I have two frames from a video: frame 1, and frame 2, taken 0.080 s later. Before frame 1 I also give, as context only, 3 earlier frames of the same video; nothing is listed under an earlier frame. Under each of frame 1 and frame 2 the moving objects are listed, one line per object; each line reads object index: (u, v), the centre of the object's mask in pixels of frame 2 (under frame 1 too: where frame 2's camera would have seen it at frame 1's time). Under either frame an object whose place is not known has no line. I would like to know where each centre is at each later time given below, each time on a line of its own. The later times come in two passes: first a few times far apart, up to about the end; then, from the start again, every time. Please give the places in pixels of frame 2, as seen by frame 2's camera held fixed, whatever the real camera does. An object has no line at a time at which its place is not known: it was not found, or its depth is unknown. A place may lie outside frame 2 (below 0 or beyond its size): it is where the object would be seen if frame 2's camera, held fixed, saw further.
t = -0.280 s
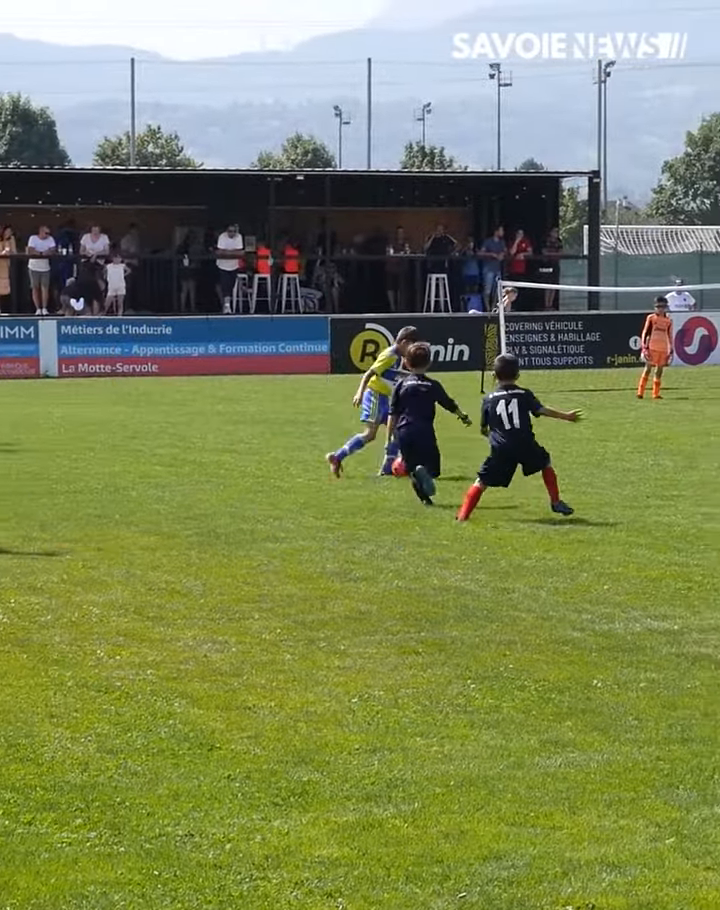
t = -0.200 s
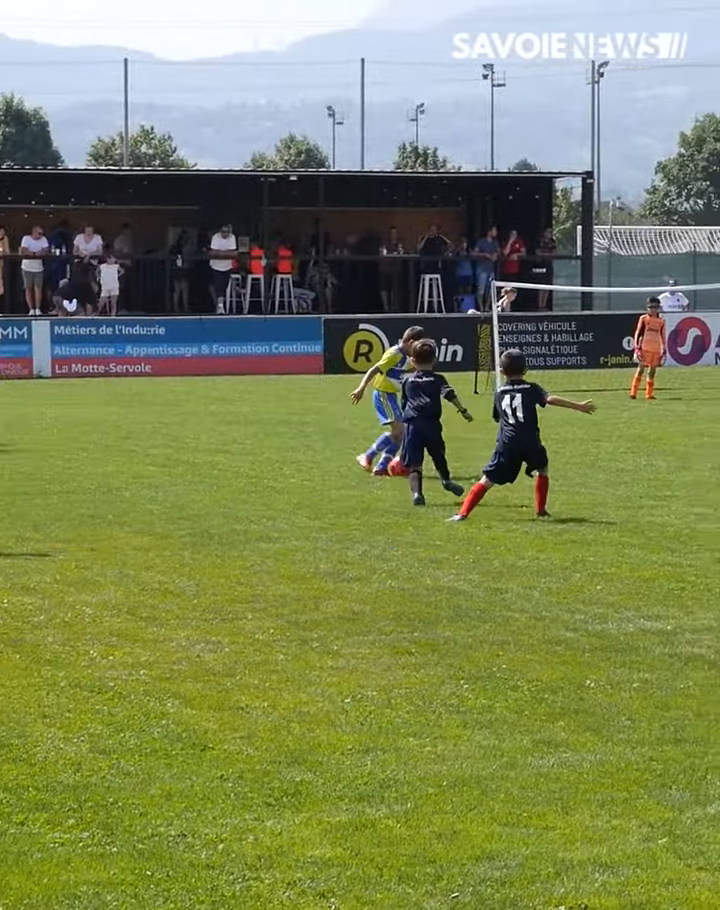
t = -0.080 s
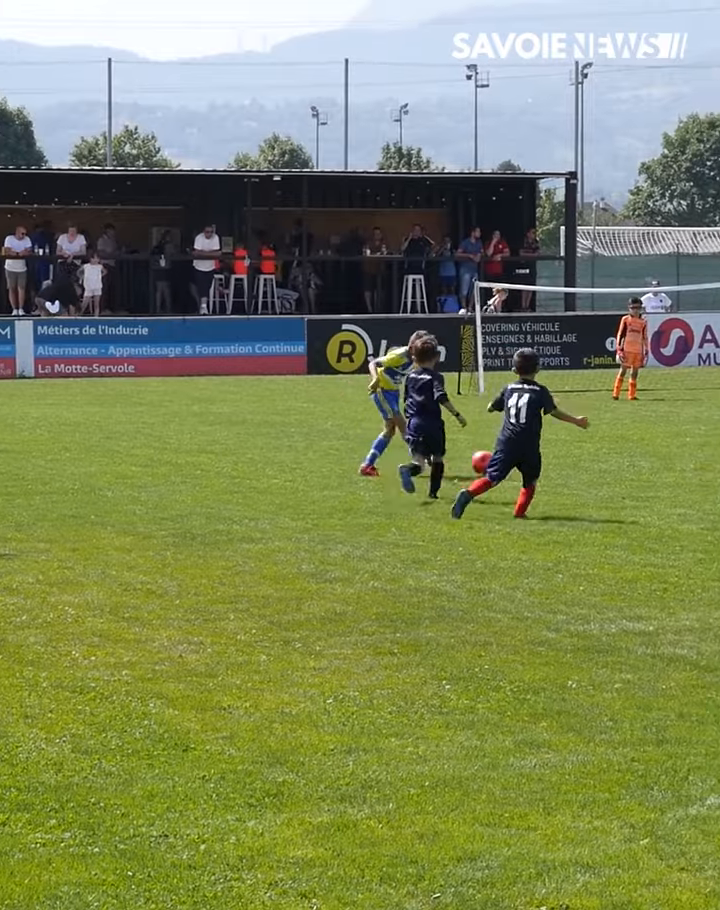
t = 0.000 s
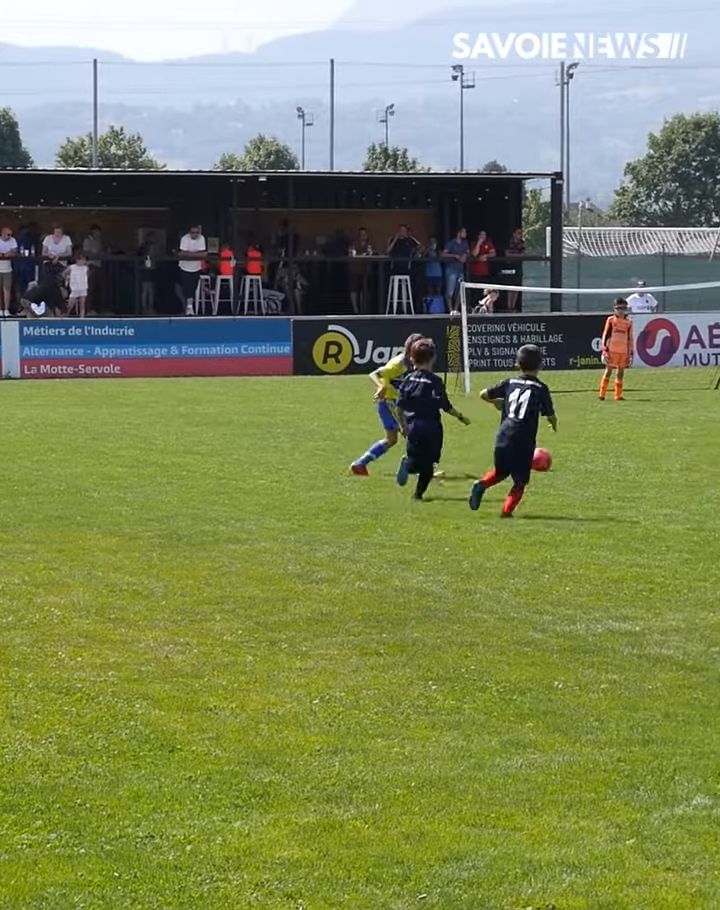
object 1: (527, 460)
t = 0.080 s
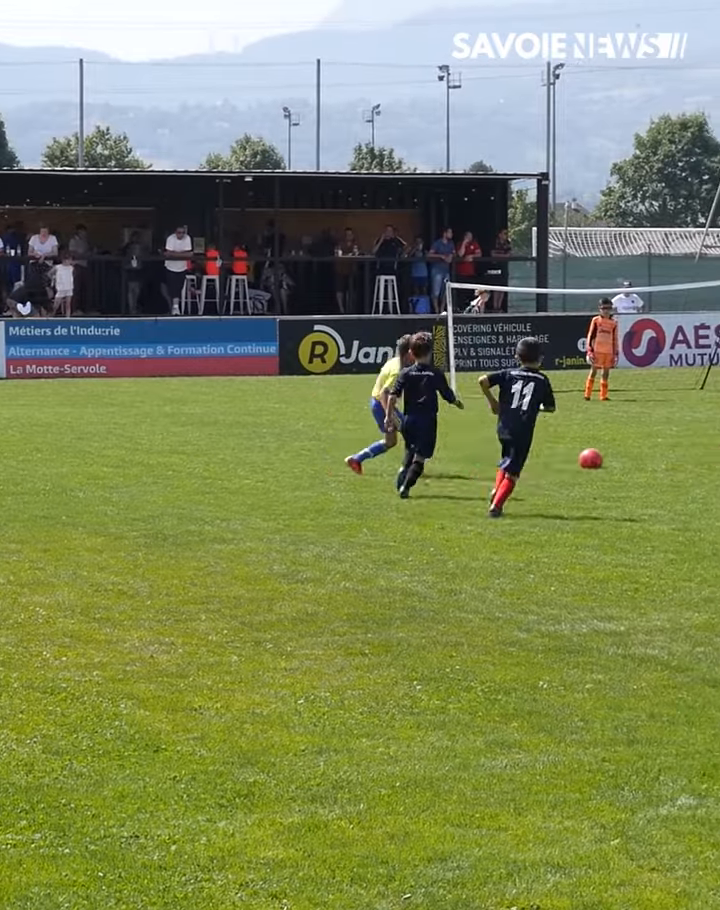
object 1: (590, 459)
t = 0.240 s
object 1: (697, 453)
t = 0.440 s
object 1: (815, 445)
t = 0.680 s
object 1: (946, 441)
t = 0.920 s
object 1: (1065, 430)
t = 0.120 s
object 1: (617, 457)
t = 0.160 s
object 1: (644, 454)
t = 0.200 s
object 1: (671, 454)
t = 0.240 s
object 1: (697, 453)
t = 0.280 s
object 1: (723, 452)
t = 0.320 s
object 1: (747, 451)
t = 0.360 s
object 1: (770, 448)
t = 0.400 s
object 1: (792, 445)
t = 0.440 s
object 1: (815, 445)
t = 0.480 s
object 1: (836, 445)
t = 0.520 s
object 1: (857, 445)
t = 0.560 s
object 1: (880, 444)
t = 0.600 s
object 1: (903, 442)
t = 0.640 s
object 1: (925, 441)
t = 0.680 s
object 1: (946, 441)
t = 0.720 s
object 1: (966, 439)
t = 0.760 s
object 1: (986, 437)
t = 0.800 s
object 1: (1006, 436)
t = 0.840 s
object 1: (1026, 434)
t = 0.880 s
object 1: (1045, 432)
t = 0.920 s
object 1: (1065, 430)
